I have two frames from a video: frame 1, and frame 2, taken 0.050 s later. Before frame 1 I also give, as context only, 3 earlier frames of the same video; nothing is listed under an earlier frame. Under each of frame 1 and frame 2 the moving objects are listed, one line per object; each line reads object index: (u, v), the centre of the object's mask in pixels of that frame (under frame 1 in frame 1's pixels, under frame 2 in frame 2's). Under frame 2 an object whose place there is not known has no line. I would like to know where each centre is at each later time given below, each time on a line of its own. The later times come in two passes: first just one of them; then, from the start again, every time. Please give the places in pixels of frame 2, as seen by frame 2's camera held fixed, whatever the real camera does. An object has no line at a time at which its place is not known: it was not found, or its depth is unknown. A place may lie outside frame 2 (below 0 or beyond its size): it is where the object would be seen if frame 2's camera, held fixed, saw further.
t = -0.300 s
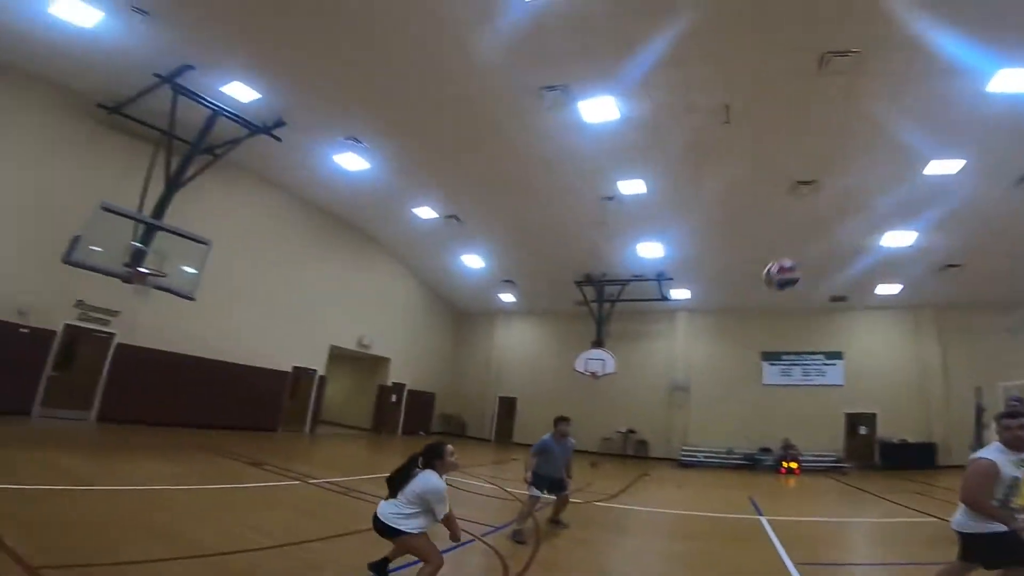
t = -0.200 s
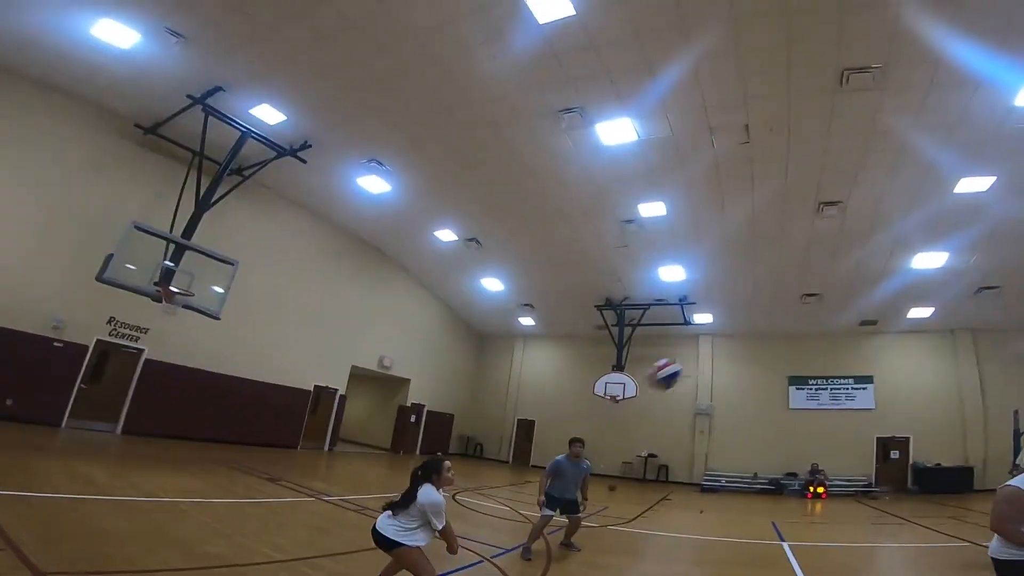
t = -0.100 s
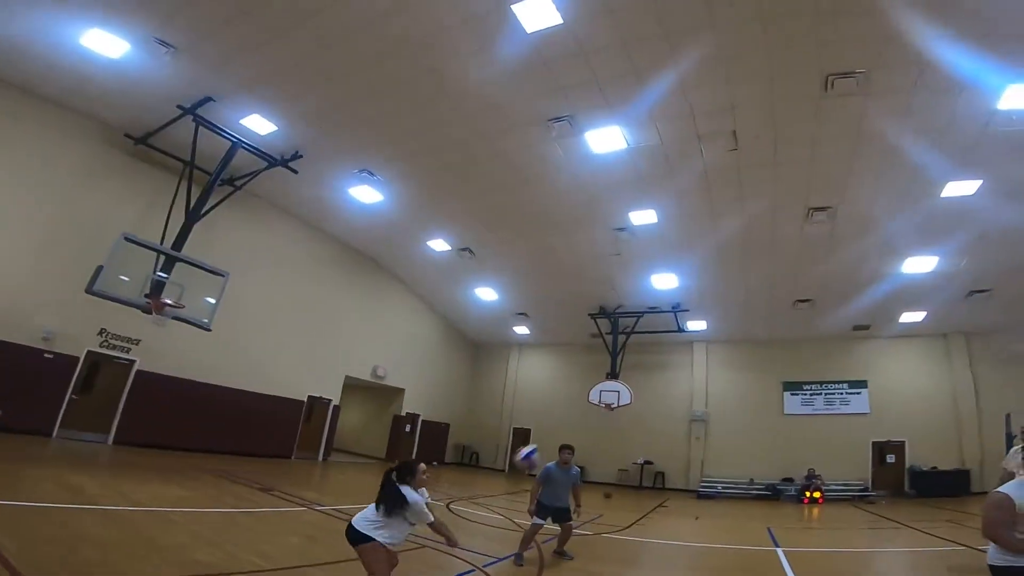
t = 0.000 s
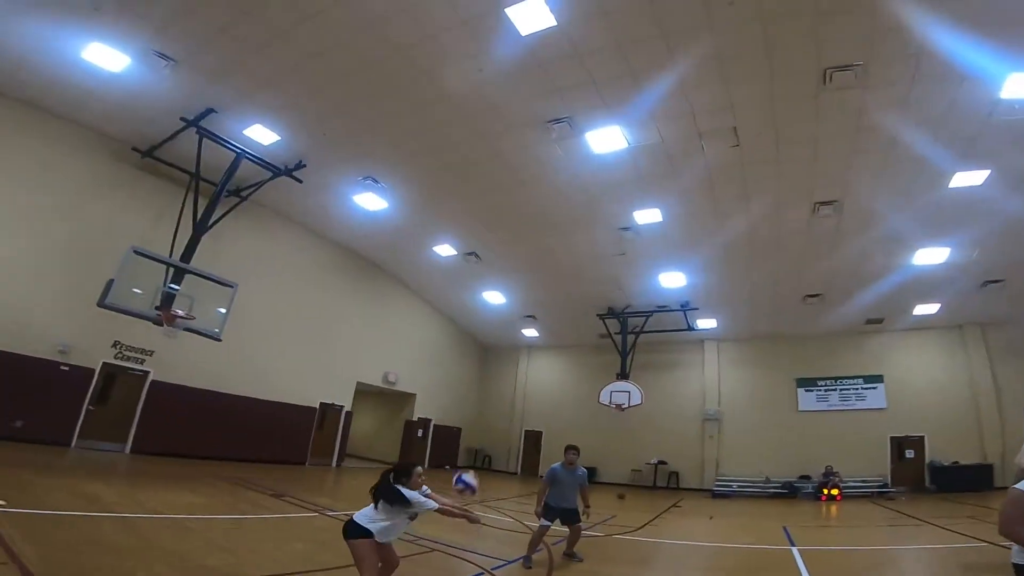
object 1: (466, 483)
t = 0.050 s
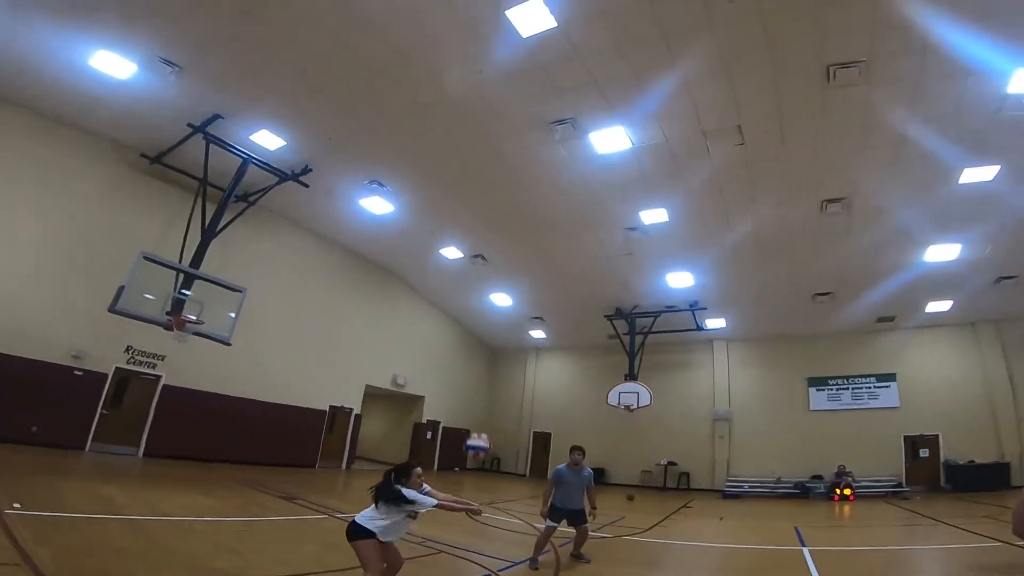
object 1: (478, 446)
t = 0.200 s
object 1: (486, 335)
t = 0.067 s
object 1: (479, 432)
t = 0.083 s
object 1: (480, 420)
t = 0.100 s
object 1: (481, 408)
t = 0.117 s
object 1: (481, 395)
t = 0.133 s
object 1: (482, 383)
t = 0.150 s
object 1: (483, 371)
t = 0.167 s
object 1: (485, 360)
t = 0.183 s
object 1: (485, 348)
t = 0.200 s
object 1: (486, 335)
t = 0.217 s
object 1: (487, 324)
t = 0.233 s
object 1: (487, 315)
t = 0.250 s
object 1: (490, 305)
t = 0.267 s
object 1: (491, 295)
